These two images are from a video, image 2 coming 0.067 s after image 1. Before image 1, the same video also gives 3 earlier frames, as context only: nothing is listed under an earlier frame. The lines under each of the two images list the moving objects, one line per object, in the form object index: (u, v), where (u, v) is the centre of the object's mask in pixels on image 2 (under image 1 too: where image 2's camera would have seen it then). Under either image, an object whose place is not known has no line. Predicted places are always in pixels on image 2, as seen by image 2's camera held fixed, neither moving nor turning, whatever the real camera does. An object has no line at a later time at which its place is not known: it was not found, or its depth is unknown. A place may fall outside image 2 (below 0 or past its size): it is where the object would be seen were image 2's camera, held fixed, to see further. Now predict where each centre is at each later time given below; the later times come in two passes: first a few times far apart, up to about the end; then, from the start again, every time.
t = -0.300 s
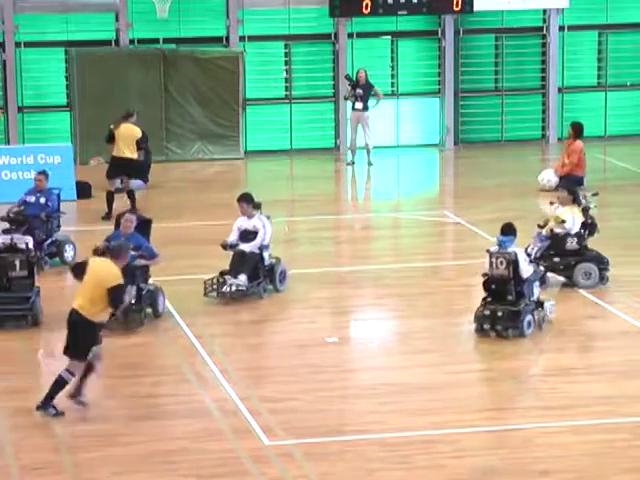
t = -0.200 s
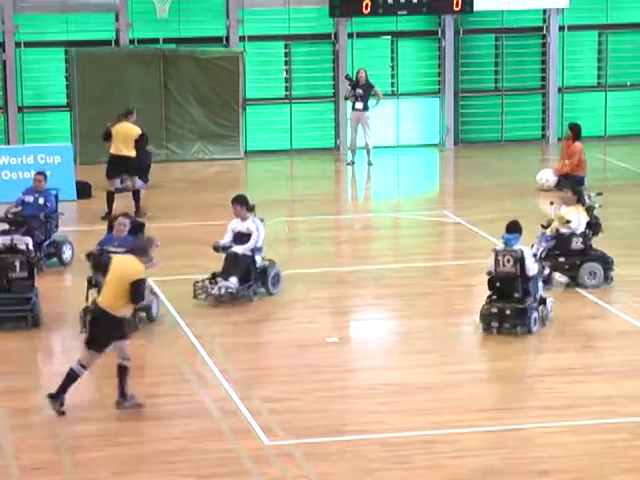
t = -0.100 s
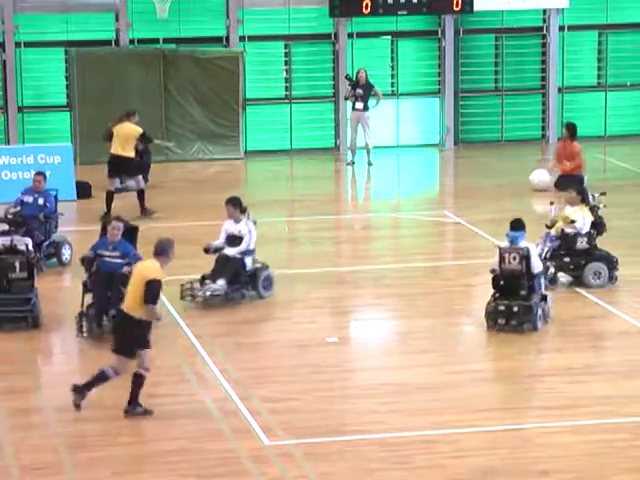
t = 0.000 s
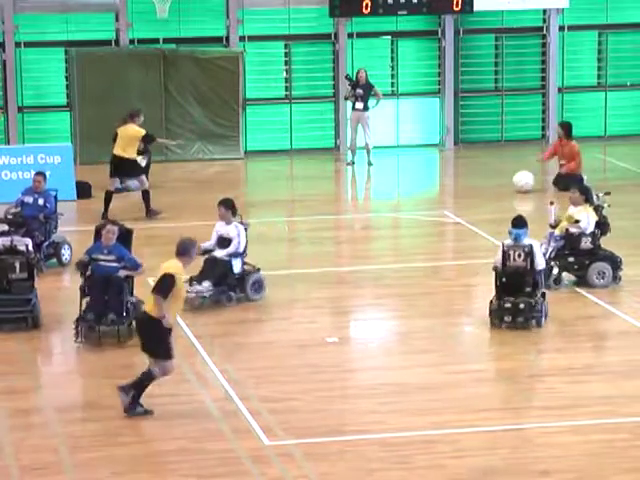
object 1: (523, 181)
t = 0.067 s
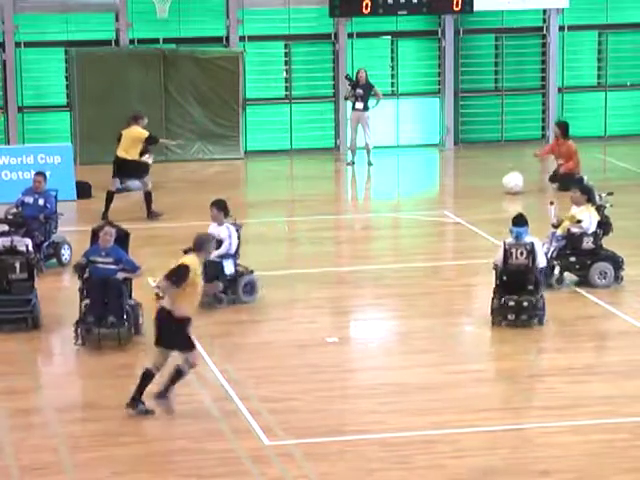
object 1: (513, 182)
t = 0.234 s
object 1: (487, 185)
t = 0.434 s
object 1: (458, 188)
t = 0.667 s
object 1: (423, 193)
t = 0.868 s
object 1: (393, 199)
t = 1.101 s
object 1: (359, 201)
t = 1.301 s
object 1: (331, 204)
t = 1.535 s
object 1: (298, 208)
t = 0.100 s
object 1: (507, 183)
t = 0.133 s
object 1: (502, 183)
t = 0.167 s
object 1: (497, 184)
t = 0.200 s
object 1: (492, 184)
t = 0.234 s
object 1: (487, 185)
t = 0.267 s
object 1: (482, 186)
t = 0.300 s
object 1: (477, 186)
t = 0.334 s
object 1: (471, 187)
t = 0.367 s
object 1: (467, 187)
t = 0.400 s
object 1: (462, 187)
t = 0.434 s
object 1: (458, 188)
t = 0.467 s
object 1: (453, 188)
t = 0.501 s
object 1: (449, 189)
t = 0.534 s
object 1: (444, 190)
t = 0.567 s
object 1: (440, 191)
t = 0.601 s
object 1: (433, 191)
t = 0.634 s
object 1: (430, 192)
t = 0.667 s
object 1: (423, 193)
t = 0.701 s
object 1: (418, 195)
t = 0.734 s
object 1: (413, 196)
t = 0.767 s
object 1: (407, 198)
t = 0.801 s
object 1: (400, 199)
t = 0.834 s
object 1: (398, 198)
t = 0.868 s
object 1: (393, 199)
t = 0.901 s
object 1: (390, 199)
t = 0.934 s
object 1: (383, 200)
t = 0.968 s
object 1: (379, 199)
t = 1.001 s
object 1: (374, 200)
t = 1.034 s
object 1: (369, 200)
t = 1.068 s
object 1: (365, 200)
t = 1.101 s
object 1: (359, 201)
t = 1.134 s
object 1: (356, 201)
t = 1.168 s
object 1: (350, 202)
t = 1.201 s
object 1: (346, 202)
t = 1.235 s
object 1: (340, 202)
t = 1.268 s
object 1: (336, 203)
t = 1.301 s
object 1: (331, 204)
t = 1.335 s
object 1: (327, 204)
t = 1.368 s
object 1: (322, 204)
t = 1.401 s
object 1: (317, 205)
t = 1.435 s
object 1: (312, 206)
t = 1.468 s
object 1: (308, 207)
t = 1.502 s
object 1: (303, 208)
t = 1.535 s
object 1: (298, 208)
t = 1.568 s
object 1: (293, 208)
